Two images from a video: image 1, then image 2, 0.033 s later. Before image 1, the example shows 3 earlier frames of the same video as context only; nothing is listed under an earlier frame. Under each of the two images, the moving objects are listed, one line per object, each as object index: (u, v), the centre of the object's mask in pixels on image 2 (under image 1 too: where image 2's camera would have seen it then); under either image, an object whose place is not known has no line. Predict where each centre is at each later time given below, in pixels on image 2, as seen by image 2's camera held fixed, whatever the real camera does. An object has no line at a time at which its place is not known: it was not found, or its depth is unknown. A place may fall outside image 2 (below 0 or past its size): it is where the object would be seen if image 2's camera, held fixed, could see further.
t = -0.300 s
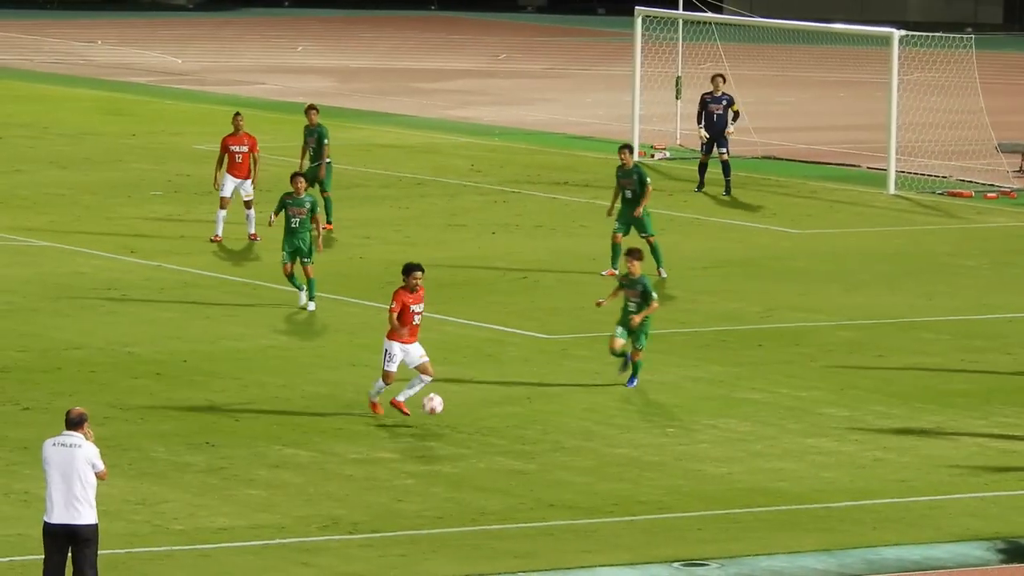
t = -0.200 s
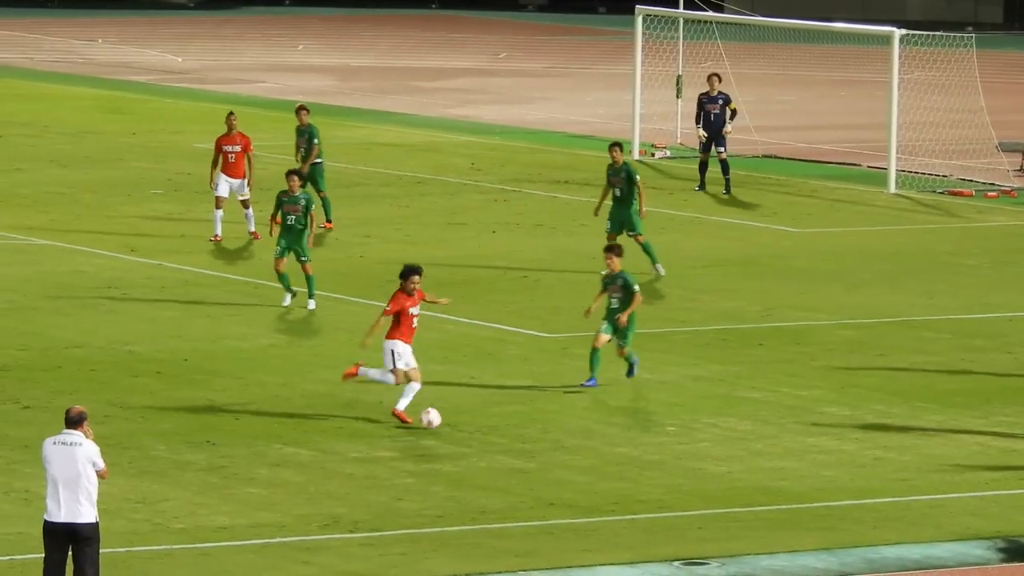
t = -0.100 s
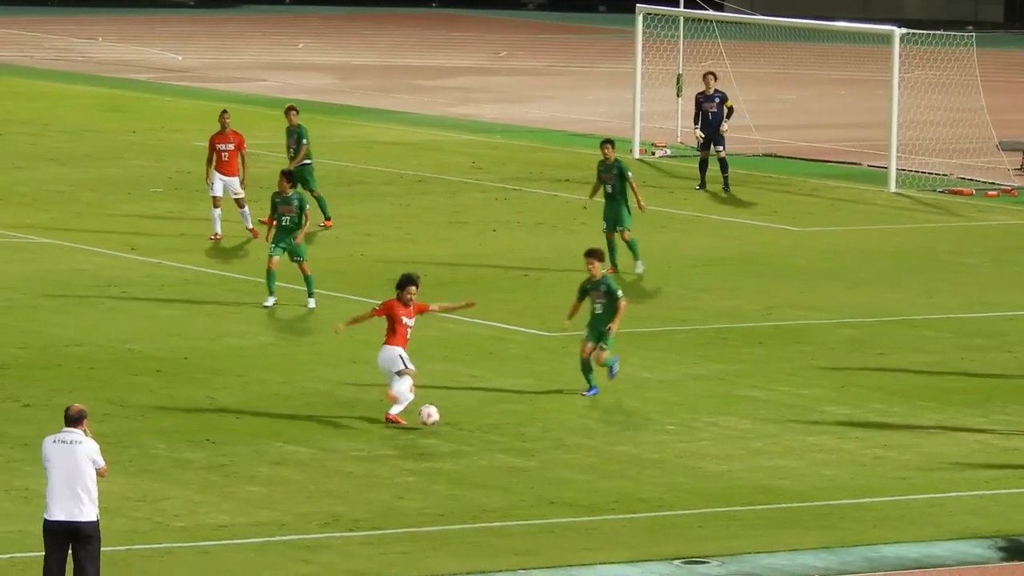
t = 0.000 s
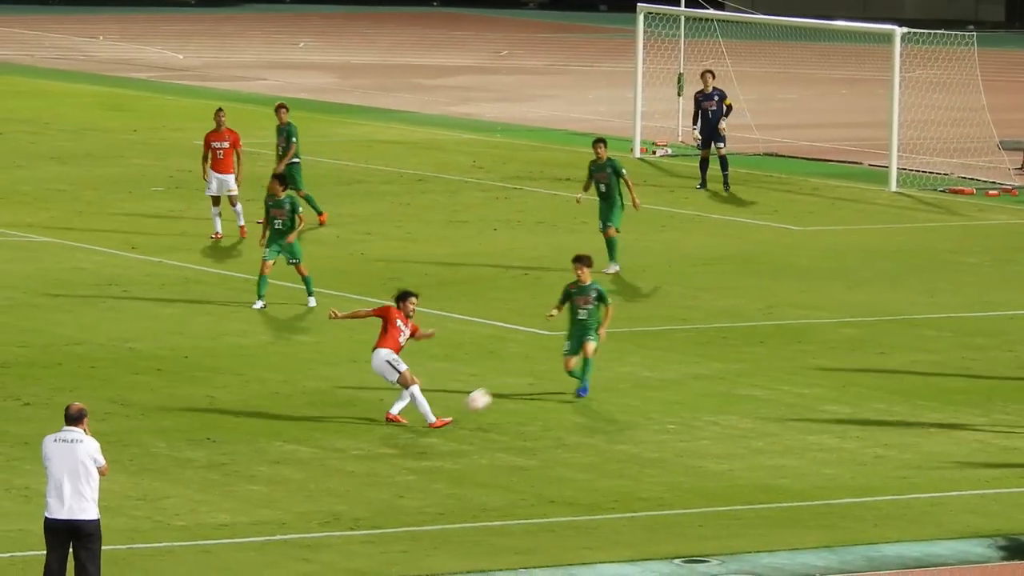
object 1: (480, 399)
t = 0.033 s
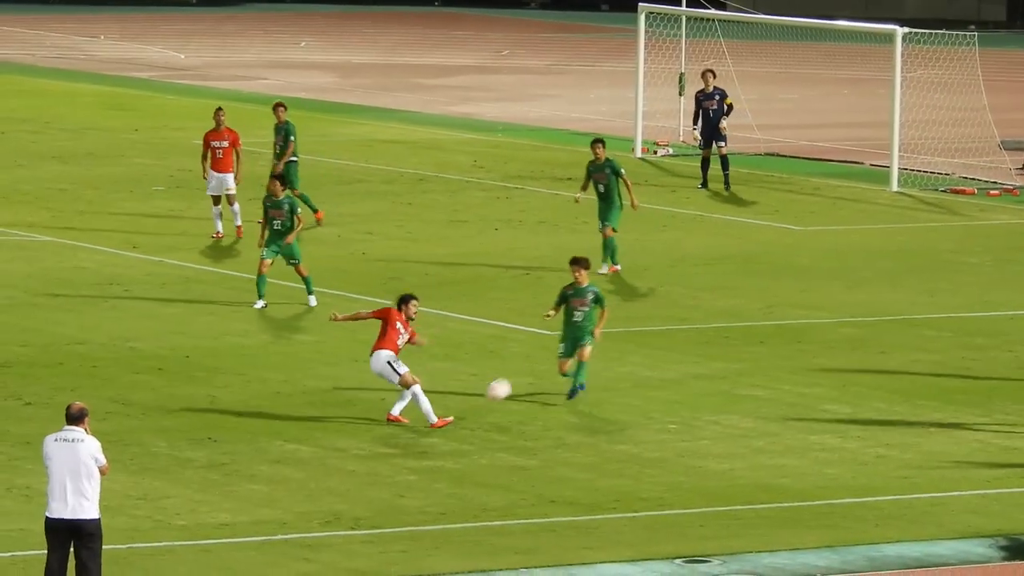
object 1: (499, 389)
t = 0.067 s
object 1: (518, 380)
